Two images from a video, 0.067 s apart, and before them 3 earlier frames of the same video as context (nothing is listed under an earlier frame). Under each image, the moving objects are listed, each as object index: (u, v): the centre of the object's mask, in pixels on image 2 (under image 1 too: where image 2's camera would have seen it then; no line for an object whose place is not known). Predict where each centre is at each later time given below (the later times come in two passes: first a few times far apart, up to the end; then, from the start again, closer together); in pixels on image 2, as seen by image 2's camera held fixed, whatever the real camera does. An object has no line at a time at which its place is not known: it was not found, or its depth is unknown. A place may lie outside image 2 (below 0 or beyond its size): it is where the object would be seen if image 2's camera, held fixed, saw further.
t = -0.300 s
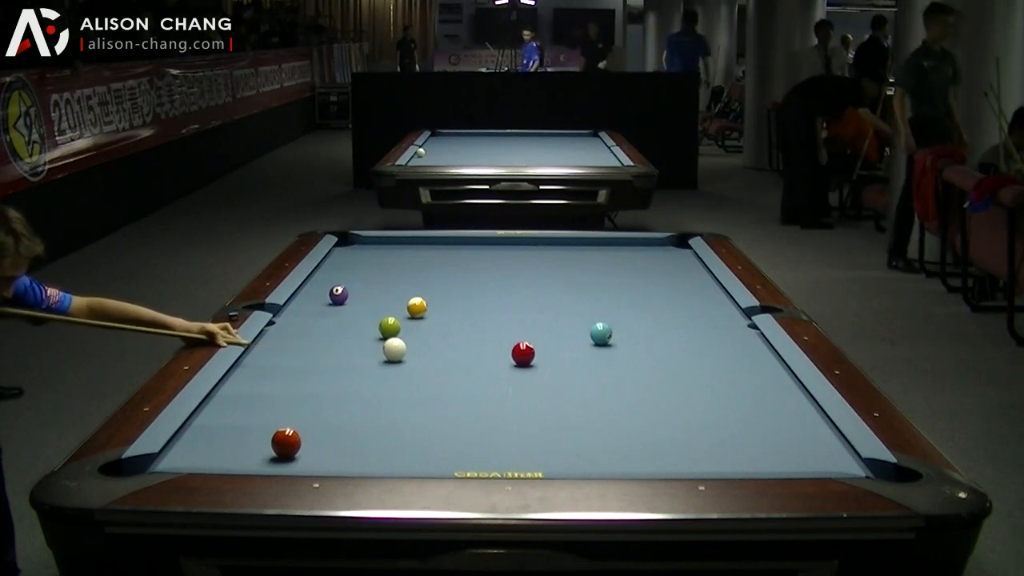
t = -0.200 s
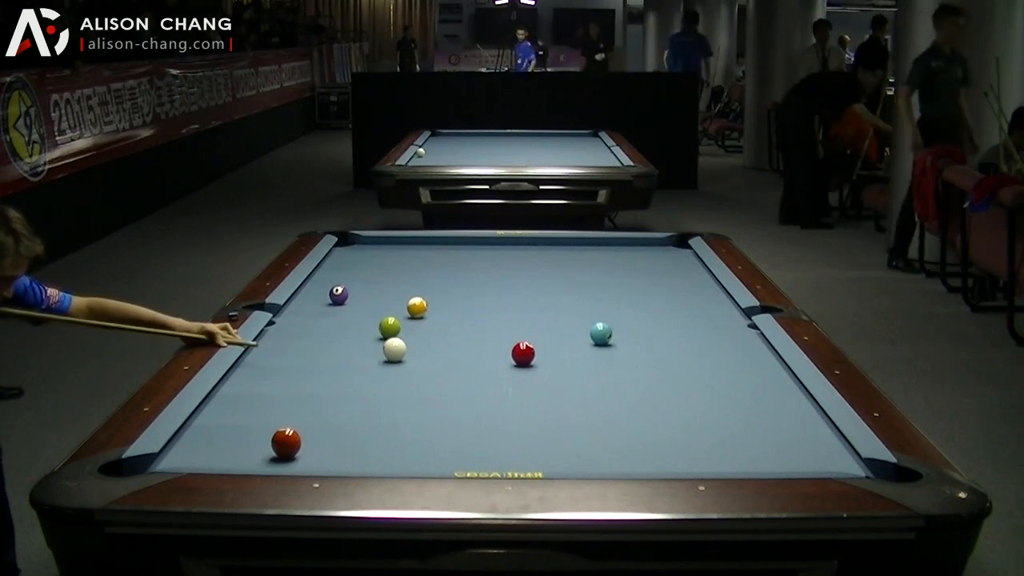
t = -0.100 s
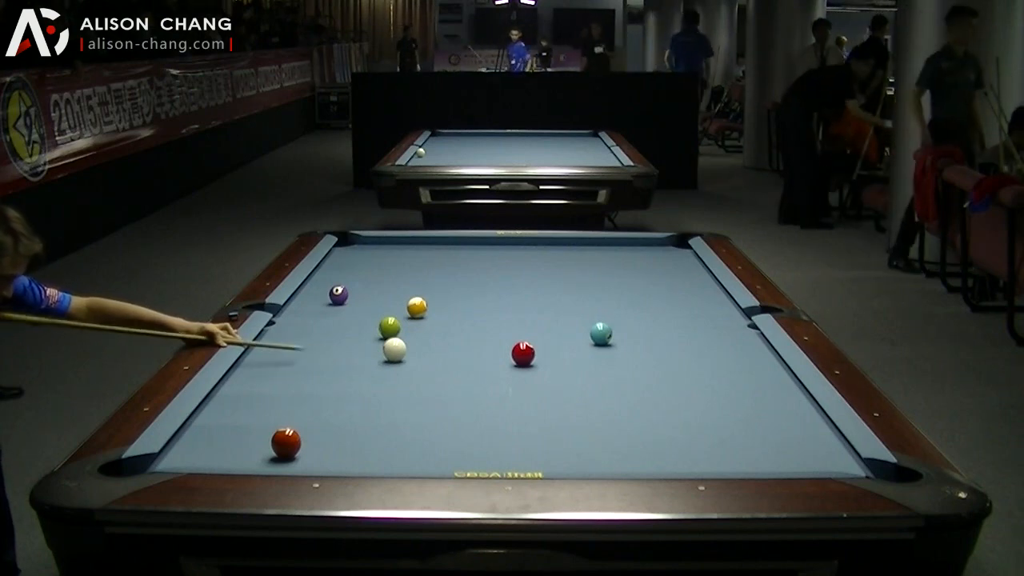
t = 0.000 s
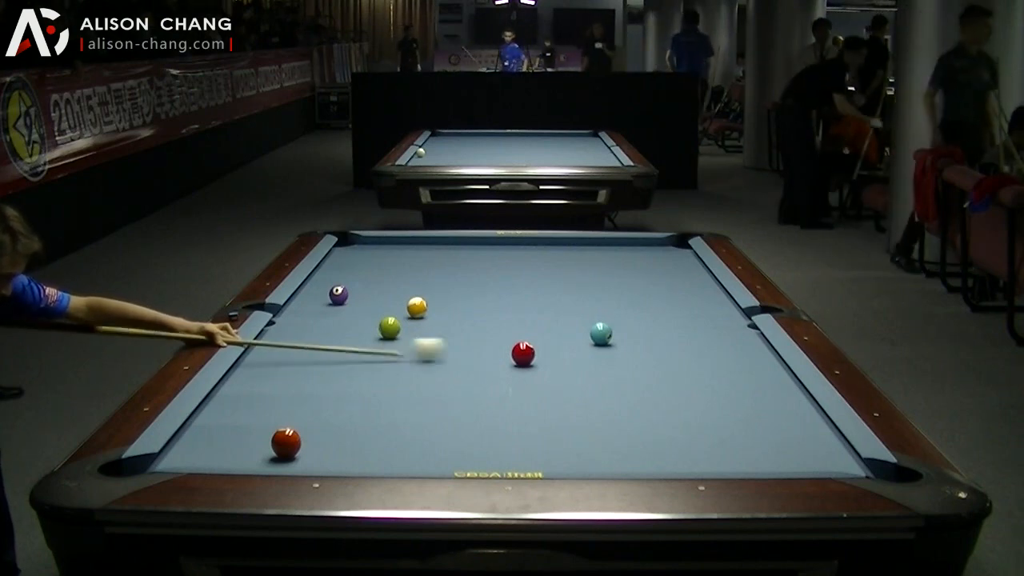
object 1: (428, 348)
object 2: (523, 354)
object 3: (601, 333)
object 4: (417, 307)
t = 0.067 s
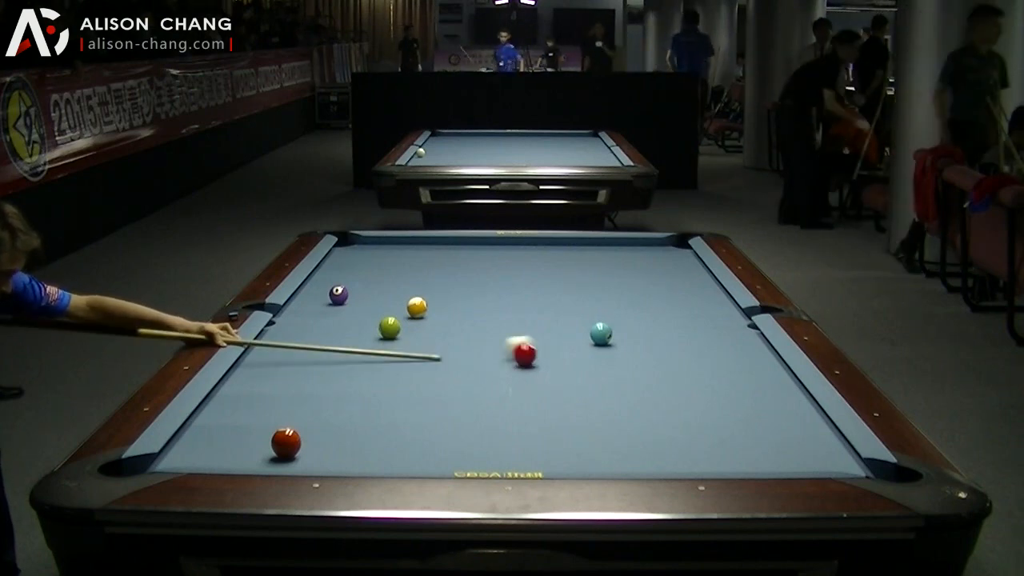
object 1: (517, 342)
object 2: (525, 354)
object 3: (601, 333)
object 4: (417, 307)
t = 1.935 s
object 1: (643, 392)
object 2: (782, 424)
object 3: (561, 256)
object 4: (417, 307)
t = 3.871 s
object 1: (515, 423)
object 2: (666, 374)
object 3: (435, 307)
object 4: (406, 309)
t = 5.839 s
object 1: (486, 430)
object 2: (642, 363)
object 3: (448, 322)
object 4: (316, 324)
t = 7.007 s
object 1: (486, 430)
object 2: (642, 363)
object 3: (448, 322)
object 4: (308, 326)
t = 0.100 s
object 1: (553, 343)
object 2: (533, 358)
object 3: (601, 334)
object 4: (417, 307)
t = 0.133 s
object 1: (585, 339)
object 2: (542, 362)
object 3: (603, 333)
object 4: (417, 307)
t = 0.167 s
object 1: (607, 340)
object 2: (551, 366)
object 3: (612, 324)
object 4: (417, 307)
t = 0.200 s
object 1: (624, 341)
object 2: (560, 370)
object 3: (622, 321)
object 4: (417, 307)
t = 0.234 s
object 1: (641, 343)
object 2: (568, 373)
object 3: (633, 318)
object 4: (417, 307)
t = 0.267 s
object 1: (657, 346)
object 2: (576, 377)
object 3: (643, 314)
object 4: (417, 307)
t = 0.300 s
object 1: (673, 347)
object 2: (584, 380)
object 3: (652, 309)
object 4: (417, 307)
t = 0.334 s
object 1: (687, 349)
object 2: (592, 383)
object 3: (662, 305)
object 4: (417, 307)
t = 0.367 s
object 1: (701, 351)
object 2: (599, 386)
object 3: (670, 302)
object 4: (417, 307)
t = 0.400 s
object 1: (714, 353)
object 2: (608, 389)
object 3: (678, 298)
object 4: (417, 307)
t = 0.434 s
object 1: (725, 354)
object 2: (616, 393)
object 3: (685, 294)
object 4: (417, 307)
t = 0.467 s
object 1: (736, 356)
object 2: (624, 396)
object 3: (692, 291)
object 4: (417, 307)
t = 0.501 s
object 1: (746, 357)
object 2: (632, 400)
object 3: (699, 288)
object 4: (417, 307)
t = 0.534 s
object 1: (755, 359)
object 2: (641, 403)
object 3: (705, 285)
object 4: (417, 307)
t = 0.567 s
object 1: (765, 360)
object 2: (649, 407)
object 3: (710, 282)
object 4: (417, 307)
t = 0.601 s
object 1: (771, 362)
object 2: (658, 410)
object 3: (703, 280)
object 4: (417, 307)
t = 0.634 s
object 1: (767, 362)
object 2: (667, 414)
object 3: (695, 277)
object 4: (417, 307)
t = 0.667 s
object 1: (763, 363)
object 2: (675, 418)
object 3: (688, 275)
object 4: (417, 307)
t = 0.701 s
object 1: (759, 364)
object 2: (685, 422)
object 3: (681, 273)
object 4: (417, 307)
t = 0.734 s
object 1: (756, 365)
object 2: (694, 425)
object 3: (675, 271)
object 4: (417, 307)
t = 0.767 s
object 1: (753, 366)
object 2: (703, 430)
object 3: (670, 269)
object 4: (417, 307)
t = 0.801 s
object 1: (749, 366)
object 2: (713, 433)
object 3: (666, 267)
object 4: (417, 307)
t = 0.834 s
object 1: (746, 367)
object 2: (723, 437)
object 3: (661, 265)
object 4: (417, 307)
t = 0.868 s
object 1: (743, 368)
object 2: (732, 442)
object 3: (656, 263)
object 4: (417, 307)
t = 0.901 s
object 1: (740, 369)
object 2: (742, 445)
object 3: (652, 261)
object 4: (417, 307)
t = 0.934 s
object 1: (736, 370)
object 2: (752, 450)
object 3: (647, 259)
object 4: (417, 307)
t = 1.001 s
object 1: (730, 371)
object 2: (773, 456)
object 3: (638, 255)
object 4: (417, 307)
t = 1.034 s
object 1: (727, 372)
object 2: (783, 459)
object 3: (634, 253)
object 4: (417, 307)
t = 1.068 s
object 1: (724, 373)
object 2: (794, 462)
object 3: (629, 252)
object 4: (417, 307)
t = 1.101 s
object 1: (720, 373)
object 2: (804, 464)
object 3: (625, 250)
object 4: (417, 307)
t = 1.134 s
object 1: (717, 374)
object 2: (810, 463)
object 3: (621, 248)
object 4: (417, 307)
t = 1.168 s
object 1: (714, 375)
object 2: (813, 461)
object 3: (617, 247)
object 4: (417, 307)
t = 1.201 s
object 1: (710, 376)
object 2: (816, 459)
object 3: (613, 245)
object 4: (417, 307)
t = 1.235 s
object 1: (707, 377)
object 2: (819, 458)
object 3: (609, 243)
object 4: (417, 307)
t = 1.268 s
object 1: (704, 377)
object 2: (823, 457)
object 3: (606, 242)
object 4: (417, 307)
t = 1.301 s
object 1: (701, 378)
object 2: (826, 455)
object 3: (602, 241)
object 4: (417, 307)
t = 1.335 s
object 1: (698, 379)
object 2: (829, 454)
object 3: (599, 241)
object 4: (417, 307)
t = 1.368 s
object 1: (695, 380)
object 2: (833, 452)
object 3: (598, 242)
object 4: (417, 307)
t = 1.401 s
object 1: (692, 380)
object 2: (837, 450)
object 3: (596, 243)
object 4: (417, 307)
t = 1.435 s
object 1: (688, 381)
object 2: (836, 449)
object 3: (593, 244)
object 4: (417, 307)
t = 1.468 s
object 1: (686, 382)
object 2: (831, 446)
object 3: (591, 245)
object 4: (417, 307)
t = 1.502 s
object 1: (683, 382)
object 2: (828, 445)
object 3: (589, 246)
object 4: (417, 307)
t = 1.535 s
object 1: (680, 383)
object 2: (823, 443)
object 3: (588, 246)
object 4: (417, 307)
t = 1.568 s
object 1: (676, 384)
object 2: (820, 441)
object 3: (585, 247)
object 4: (417, 307)
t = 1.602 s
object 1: (673, 385)
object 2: (816, 440)
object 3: (583, 248)
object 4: (417, 307)
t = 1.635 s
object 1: (670, 386)
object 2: (812, 438)
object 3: (581, 249)
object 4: (417, 307)
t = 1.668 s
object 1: (667, 386)
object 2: (809, 437)
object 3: (579, 250)
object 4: (417, 307)
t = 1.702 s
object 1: (664, 387)
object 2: (805, 435)
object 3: (576, 250)
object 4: (417, 307)
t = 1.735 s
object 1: (661, 388)
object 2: (802, 433)
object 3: (574, 251)
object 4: (417, 307)
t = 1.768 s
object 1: (658, 388)
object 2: (799, 432)
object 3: (572, 252)
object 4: (417, 307)
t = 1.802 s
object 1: (655, 389)
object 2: (795, 430)
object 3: (570, 253)
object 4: (417, 307)
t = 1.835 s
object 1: (652, 390)
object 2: (792, 429)
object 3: (568, 254)
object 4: (417, 307)
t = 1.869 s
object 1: (649, 391)
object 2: (789, 427)
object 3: (565, 255)
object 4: (417, 307)
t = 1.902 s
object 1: (646, 391)
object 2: (785, 426)
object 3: (563, 256)
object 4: (417, 307)
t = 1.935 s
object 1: (643, 392)
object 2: (782, 424)
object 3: (561, 256)
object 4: (417, 307)
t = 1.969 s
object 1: (641, 393)
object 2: (779, 423)
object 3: (559, 257)
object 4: (417, 307)
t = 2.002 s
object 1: (638, 393)
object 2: (776, 422)
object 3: (556, 258)
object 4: (417, 307)
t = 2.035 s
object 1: (635, 394)
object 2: (773, 420)
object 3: (554, 259)
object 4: (417, 307)
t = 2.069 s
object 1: (632, 395)
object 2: (770, 419)
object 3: (552, 260)
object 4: (417, 307)
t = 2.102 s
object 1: (630, 395)
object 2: (767, 418)
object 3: (550, 261)
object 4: (417, 307)
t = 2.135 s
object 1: (627, 396)
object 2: (764, 417)
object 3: (547, 262)
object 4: (417, 307)
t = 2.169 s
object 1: (624, 397)
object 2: (761, 415)
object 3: (545, 262)
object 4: (417, 307)
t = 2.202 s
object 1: (621, 397)
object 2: (759, 414)
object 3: (543, 263)
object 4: (417, 307)
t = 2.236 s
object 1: (619, 398)
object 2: (756, 413)
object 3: (540, 264)
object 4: (417, 307)
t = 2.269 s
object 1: (616, 399)
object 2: (753, 412)
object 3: (539, 265)
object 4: (417, 307)
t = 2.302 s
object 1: (613, 399)
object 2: (751, 411)
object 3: (536, 266)
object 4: (417, 307)
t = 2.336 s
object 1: (611, 400)
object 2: (748, 409)
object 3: (534, 267)
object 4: (417, 307)
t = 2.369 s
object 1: (608, 400)
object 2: (746, 408)
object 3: (531, 268)
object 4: (417, 307)
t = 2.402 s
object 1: (605, 401)
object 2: (743, 407)
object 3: (529, 269)
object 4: (417, 307)
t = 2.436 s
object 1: (603, 402)
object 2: (740, 406)
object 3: (527, 269)
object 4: (417, 307)
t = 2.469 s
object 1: (600, 402)
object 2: (738, 405)
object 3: (524, 270)
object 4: (417, 307)
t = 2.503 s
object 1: (598, 403)
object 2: (736, 404)
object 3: (522, 271)
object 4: (417, 307)
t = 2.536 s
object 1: (595, 404)
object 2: (733, 403)
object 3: (520, 272)
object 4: (417, 307)
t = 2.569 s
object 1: (592, 404)
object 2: (731, 402)
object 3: (517, 273)
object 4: (417, 307)
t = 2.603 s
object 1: (590, 405)
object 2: (729, 401)
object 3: (515, 274)
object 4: (417, 307)
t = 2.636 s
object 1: (588, 405)
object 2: (727, 400)
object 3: (513, 275)
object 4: (417, 307)
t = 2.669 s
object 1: (585, 406)
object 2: (725, 399)
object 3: (510, 276)
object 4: (417, 307)
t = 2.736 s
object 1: (580, 407)
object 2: (720, 397)
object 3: (505, 278)
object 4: (417, 307)
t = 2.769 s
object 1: (578, 408)
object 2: (718, 396)
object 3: (503, 278)
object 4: (417, 307)
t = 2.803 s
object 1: (576, 408)
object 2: (716, 395)
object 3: (501, 280)
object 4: (417, 307)
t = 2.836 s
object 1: (573, 409)
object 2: (714, 395)
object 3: (498, 280)
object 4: (417, 307)
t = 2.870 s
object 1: (571, 409)
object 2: (712, 394)
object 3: (496, 281)
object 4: (417, 307)
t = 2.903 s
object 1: (569, 410)
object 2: (710, 393)
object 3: (493, 282)
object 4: (417, 307)
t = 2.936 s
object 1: (567, 411)
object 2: (708, 392)
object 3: (491, 283)
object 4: (417, 307)
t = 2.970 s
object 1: (565, 411)
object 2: (706, 391)
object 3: (489, 284)
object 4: (417, 307)
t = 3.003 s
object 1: (562, 411)
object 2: (704, 390)
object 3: (487, 285)
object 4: (417, 307)
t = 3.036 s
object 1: (560, 412)
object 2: (703, 390)
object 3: (484, 286)
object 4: (417, 307)
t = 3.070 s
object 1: (558, 412)
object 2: (701, 389)
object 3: (482, 287)
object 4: (417, 307)
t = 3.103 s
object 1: (556, 413)
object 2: (699, 388)
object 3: (479, 288)
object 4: (417, 307)
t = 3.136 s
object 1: (554, 413)
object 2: (697, 387)
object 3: (477, 289)
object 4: (417, 307)
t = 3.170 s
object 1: (552, 414)
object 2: (696, 386)
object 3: (474, 290)
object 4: (417, 307)
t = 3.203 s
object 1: (550, 414)
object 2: (694, 385)
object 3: (472, 290)
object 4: (417, 307)
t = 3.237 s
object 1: (548, 415)
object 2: (692, 385)
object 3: (470, 291)
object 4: (417, 307)
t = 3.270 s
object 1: (545, 415)
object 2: (691, 384)
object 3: (467, 292)
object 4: (417, 307)
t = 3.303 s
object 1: (544, 415)
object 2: (689, 383)
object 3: (465, 293)
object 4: (417, 307)
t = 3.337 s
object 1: (542, 416)
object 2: (687, 383)
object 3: (462, 294)
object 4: (417, 307)
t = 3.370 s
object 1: (540, 416)
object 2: (686, 382)
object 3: (460, 295)
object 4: (417, 307)
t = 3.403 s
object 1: (538, 417)
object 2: (684, 382)
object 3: (457, 296)
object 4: (417, 307)
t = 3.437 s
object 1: (536, 417)
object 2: (683, 381)
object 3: (455, 297)
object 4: (417, 307)
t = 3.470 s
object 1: (534, 418)
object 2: (681, 380)
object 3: (452, 298)
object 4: (417, 307)
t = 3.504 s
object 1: (532, 418)
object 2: (680, 380)
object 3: (450, 298)
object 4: (417, 307)
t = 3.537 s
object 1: (531, 419)
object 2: (679, 379)
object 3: (448, 299)
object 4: (417, 307)
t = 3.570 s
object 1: (529, 419)
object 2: (678, 378)
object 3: (445, 300)
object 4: (417, 307)
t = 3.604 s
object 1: (527, 419)
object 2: (676, 378)
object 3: (443, 301)
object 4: (417, 307)
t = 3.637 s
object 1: (526, 420)
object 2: (675, 378)
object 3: (440, 302)
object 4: (417, 307)
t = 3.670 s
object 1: (524, 420)
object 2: (674, 377)
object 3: (438, 303)
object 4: (417, 307)
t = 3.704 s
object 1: (522, 421)
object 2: (672, 377)
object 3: (436, 304)
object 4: (417, 307)
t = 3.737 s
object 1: (521, 421)
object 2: (671, 376)
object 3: (434, 305)
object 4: (416, 307)
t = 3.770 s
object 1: (520, 421)
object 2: (670, 375)
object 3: (434, 305)
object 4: (414, 308)
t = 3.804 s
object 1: (518, 422)
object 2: (668, 375)
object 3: (434, 306)
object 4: (411, 308)
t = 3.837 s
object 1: (516, 422)
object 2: (667, 374)
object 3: (434, 306)
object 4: (409, 308)
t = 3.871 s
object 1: (515, 423)
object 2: (666, 374)
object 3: (435, 307)
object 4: (406, 309)
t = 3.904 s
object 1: (514, 423)
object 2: (665, 373)
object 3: (435, 307)
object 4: (404, 309)
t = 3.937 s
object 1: (512, 423)
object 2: (664, 373)
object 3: (435, 308)
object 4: (402, 310)
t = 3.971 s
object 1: (511, 424)
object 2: (663, 373)
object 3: (436, 308)
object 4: (400, 309)
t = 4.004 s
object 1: (510, 424)
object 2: (662, 372)
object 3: (436, 309)
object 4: (398, 309)
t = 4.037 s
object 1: (508, 424)
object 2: (661, 372)
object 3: (437, 309)
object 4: (396, 309)
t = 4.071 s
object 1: (507, 425)
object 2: (660, 371)
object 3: (437, 309)
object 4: (394, 309)
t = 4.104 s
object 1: (506, 425)
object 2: (659, 371)
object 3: (437, 310)
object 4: (391, 309)
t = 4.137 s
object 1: (505, 425)
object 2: (658, 370)
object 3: (438, 310)
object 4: (389, 309)
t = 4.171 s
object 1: (504, 426)
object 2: (658, 370)
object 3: (438, 310)
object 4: (387, 310)
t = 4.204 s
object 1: (503, 426)
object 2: (657, 369)
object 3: (438, 311)
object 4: (385, 310)
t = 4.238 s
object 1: (501, 426)
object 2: (656, 369)
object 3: (439, 311)
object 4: (382, 311)
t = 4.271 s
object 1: (501, 427)
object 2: (655, 369)
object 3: (439, 312)
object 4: (380, 312)
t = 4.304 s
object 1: (500, 427)
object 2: (654, 369)
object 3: (439, 312)
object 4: (378, 312)
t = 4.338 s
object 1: (499, 427)
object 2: (654, 368)
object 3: (439, 312)
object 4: (376, 313)
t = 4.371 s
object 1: (498, 427)
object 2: (653, 368)
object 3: (440, 313)
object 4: (375, 313)
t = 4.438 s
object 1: (496, 428)
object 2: (652, 367)
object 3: (441, 314)
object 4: (371, 315)
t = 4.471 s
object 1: (495, 428)
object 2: (651, 367)
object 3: (441, 314)
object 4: (369, 315)
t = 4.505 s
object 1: (494, 428)
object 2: (651, 367)
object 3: (441, 314)
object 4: (368, 315)
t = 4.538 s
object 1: (494, 428)
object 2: (650, 366)
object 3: (441, 314)
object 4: (366, 315)
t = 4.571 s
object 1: (493, 428)
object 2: (650, 366)
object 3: (442, 315)
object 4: (364, 316)
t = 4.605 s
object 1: (492, 429)
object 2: (649, 366)
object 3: (442, 315)
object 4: (362, 316)
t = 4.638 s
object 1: (491, 429)
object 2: (649, 366)
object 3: (442, 315)
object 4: (360, 317)
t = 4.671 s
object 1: (491, 429)
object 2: (648, 365)
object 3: (443, 316)
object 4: (359, 317)
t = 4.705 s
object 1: (490, 429)
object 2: (648, 365)
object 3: (443, 316)
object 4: (357, 317)
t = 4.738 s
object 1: (490, 429)
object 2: (647, 365)
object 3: (443, 316)
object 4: (355, 317)
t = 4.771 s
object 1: (489, 429)
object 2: (647, 365)
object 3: (443, 317)
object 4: (354, 318)
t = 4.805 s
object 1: (489, 429)
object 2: (647, 365)
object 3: (444, 317)
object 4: (352, 318)
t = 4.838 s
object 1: (488, 430)
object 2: (646, 364)
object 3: (444, 317)
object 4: (351, 318)
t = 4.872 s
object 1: (488, 430)
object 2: (646, 364)
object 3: (444, 317)
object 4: (349, 319)
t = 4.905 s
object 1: (487, 430)
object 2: (646, 364)
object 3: (444, 318)
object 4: (348, 319)
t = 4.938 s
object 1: (487, 430)
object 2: (645, 364)
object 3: (444, 318)
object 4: (347, 319)
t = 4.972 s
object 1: (487, 430)
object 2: (645, 364)
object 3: (445, 318)
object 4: (345, 319)
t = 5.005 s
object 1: (486, 430)
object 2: (644, 364)
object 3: (445, 318)
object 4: (343, 319)
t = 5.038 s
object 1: (486, 430)
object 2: (644, 363)
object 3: (445, 319)
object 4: (342, 319)
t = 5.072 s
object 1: (486, 430)
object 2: (644, 363)
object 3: (445, 319)
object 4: (340, 320)
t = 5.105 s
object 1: (486, 430)
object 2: (644, 363)
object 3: (445, 319)
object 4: (339, 320)
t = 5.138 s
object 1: (486, 430)
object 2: (643, 363)
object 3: (445, 319)
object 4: (338, 320)
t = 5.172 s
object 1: (486, 430)
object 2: (643, 363)
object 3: (446, 320)
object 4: (337, 321)
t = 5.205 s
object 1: (486, 430)
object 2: (643, 363)
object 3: (446, 320)
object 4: (335, 321)
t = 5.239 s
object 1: (486, 430)
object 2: (643, 363)
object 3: (446, 320)
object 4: (334, 321)
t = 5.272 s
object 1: (486, 430)
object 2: (643, 363)
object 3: (446, 320)
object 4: (333, 321)
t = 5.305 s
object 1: (486, 430)
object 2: (643, 363)
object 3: (446, 320)
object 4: (332, 322)
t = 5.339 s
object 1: (486, 430)
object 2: (643, 363)
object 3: (446, 320)
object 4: (330, 322)
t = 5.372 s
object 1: (486, 431)
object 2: (642, 363)
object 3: (447, 321)
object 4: (329, 322)
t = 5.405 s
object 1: (486, 431)
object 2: (642, 363)
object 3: (447, 321)
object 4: (328, 322)
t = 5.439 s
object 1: (486, 431)
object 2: (642, 363)
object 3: (447, 321)
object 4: (327, 322)
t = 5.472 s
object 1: (486, 431)
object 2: (642, 363)
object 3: (447, 321)
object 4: (326, 323)
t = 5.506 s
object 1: (486, 431)
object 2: (642, 363)
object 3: (447, 321)
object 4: (325, 323)
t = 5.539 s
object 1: (486, 431)
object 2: (642, 363)
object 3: (447, 321)
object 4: (324, 323)
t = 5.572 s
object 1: (486, 431)
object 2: (642, 363)
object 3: (447, 321)
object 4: (323, 323)
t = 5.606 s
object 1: (486, 431)
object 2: (642, 363)
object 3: (448, 321)
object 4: (322, 323)
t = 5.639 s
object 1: (486, 431)
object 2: (642, 363)
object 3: (448, 321)
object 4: (321, 324)
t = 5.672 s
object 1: (486, 431)
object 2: (642, 363)
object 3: (448, 321)
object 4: (320, 324)
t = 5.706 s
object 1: (486, 431)
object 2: (642, 363)
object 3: (448, 322)
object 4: (320, 324)
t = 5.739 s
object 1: (486, 431)
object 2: (642, 363)
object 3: (448, 322)
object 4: (319, 324)
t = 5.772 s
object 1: (486, 430)
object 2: (642, 363)
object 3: (448, 322)
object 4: (318, 324)
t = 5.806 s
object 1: (486, 430)
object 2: (642, 363)
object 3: (448, 322)
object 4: (317, 324)
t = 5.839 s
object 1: (486, 430)
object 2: (642, 363)
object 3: (448, 322)
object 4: (316, 324)
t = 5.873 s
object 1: (486, 430)
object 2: (642, 363)
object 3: (448, 322)
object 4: (316, 325)
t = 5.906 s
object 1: (486, 430)
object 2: (642, 363)
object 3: (448, 322)
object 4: (315, 325)
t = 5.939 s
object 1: (486, 430)
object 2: (642, 363)
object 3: (448, 322)
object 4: (314, 324)
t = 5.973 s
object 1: (486, 430)
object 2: (642, 363)
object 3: (448, 322)
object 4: (314, 324)
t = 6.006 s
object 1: (486, 430)
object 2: (642, 363)
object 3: (448, 322)
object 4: (313, 325)
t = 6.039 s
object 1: (486, 430)
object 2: (642, 363)
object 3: (448, 322)
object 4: (312, 325)
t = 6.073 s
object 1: (486, 430)
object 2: (642, 363)
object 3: (449, 322)
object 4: (312, 325)
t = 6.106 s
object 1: (486, 430)
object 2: (642, 363)
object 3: (448, 322)
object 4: (311, 325)
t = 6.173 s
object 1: (486, 430)
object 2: (642, 363)
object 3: (448, 322)
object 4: (310, 325)
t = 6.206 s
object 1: (486, 430)
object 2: (642, 363)
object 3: (448, 322)
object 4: (310, 325)
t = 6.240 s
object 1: (486, 430)
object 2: (642, 363)
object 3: (448, 322)
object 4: (309, 325)
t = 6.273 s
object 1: (486, 430)
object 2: (642, 363)
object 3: (448, 322)
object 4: (309, 325)
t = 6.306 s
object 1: (486, 430)
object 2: (642, 363)
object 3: (448, 322)
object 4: (309, 325)
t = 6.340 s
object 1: (486, 430)
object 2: (642, 363)
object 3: (448, 322)
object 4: (309, 325)
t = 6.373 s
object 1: (486, 430)
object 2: (642, 363)
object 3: (448, 322)
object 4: (309, 325)
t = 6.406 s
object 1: (486, 430)
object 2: (642, 363)
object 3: (448, 322)
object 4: (308, 326)
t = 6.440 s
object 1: (486, 430)
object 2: (642, 363)
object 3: (448, 322)
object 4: (308, 326)
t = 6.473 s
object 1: (486, 430)
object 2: (642, 363)
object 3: (448, 322)
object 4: (308, 326)
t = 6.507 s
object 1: (486, 430)
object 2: (642, 363)
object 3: (448, 322)
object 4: (308, 326)
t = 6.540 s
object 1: (486, 430)
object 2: (642, 363)
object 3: (448, 322)
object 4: (308, 326)
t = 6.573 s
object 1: (486, 430)
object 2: (642, 363)
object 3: (448, 322)
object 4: (308, 325)
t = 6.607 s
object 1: (486, 430)
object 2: (642, 363)
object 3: (448, 322)
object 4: (308, 326)
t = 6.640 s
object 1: (486, 430)
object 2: (642, 363)
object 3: (448, 322)
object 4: (308, 326)
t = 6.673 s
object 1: (486, 430)
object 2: (642, 363)
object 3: (448, 322)
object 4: (308, 325)
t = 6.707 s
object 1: (486, 430)
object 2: (642, 363)
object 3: (448, 322)
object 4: (308, 326)
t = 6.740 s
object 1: (486, 430)
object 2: (642, 363)
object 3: (448, 322)
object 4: (308, 326)
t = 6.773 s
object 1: (486, 430)
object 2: (642, 363)
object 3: (448, 322)
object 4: (308, 326)
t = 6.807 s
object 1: (486, 430)
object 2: (642, 363)
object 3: (448, 322)
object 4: (308, 326)
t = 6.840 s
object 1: (486, 430)
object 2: (642, 363)
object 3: (448, 322)
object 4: (308, 325)
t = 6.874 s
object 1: (486, 430)
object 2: (642, 363)
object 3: (448, 322)
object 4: (308, 325)
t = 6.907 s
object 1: (486, 430)
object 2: (642, 363)
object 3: (448, 322)
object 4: (308, 326)
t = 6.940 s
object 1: (486, 430)
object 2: (642, 363)
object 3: (448, 322)
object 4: (308, 325)
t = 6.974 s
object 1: (486, 430)
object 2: (642, 363)
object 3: (448, 322)
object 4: (308, 325)
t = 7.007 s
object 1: (486, 430)
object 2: (642, 363)
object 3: (448, 322)
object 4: (308, 326)
